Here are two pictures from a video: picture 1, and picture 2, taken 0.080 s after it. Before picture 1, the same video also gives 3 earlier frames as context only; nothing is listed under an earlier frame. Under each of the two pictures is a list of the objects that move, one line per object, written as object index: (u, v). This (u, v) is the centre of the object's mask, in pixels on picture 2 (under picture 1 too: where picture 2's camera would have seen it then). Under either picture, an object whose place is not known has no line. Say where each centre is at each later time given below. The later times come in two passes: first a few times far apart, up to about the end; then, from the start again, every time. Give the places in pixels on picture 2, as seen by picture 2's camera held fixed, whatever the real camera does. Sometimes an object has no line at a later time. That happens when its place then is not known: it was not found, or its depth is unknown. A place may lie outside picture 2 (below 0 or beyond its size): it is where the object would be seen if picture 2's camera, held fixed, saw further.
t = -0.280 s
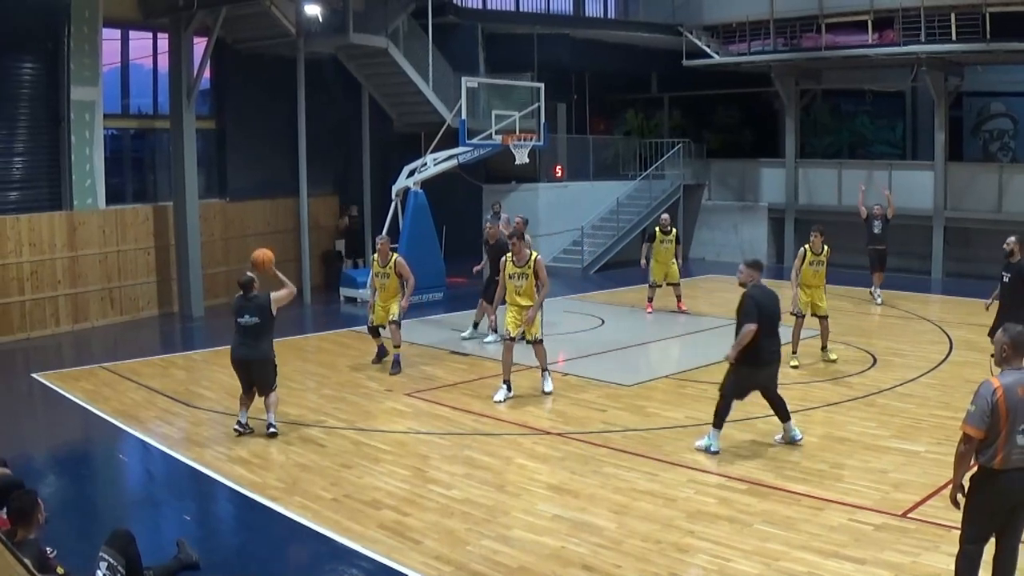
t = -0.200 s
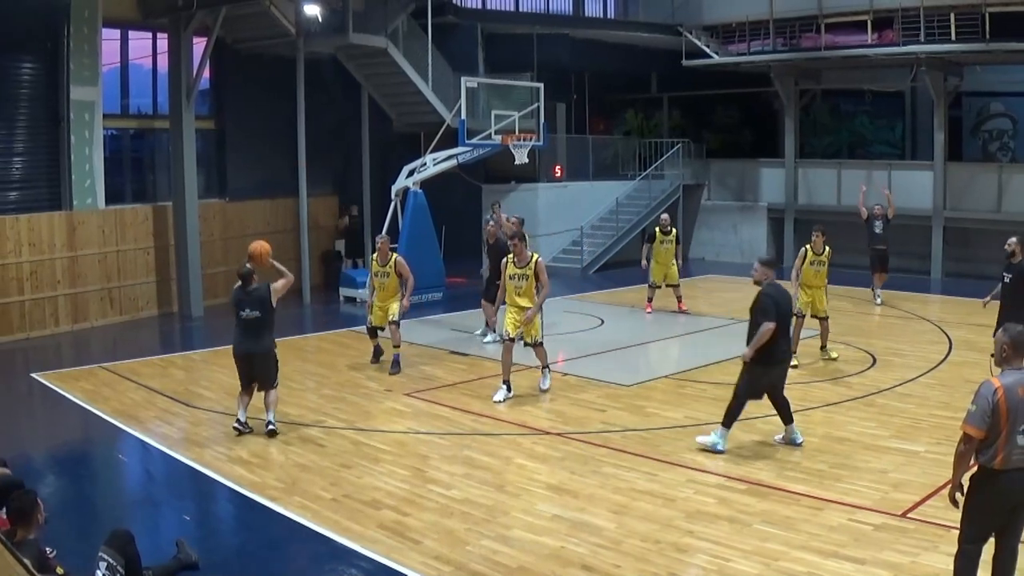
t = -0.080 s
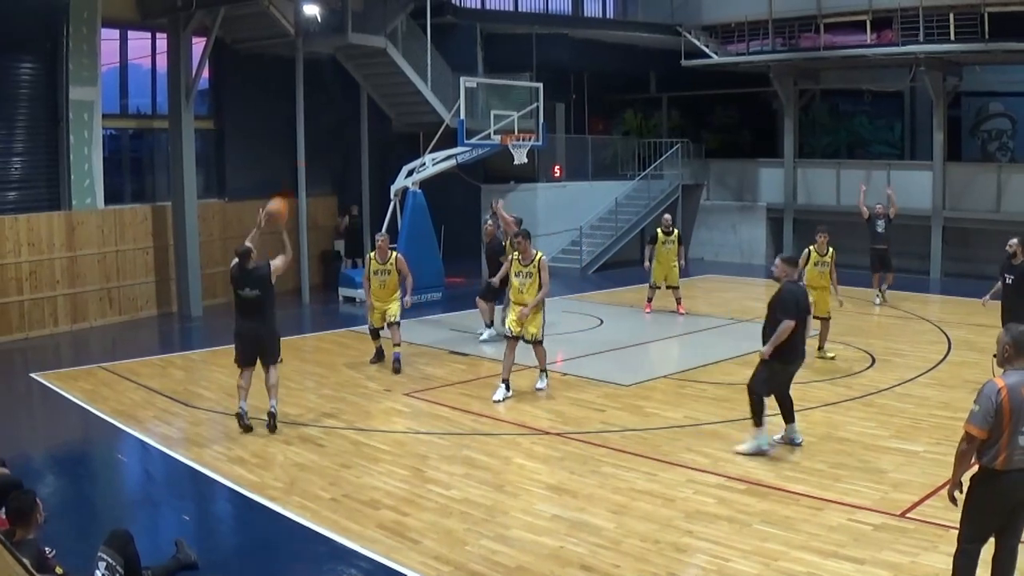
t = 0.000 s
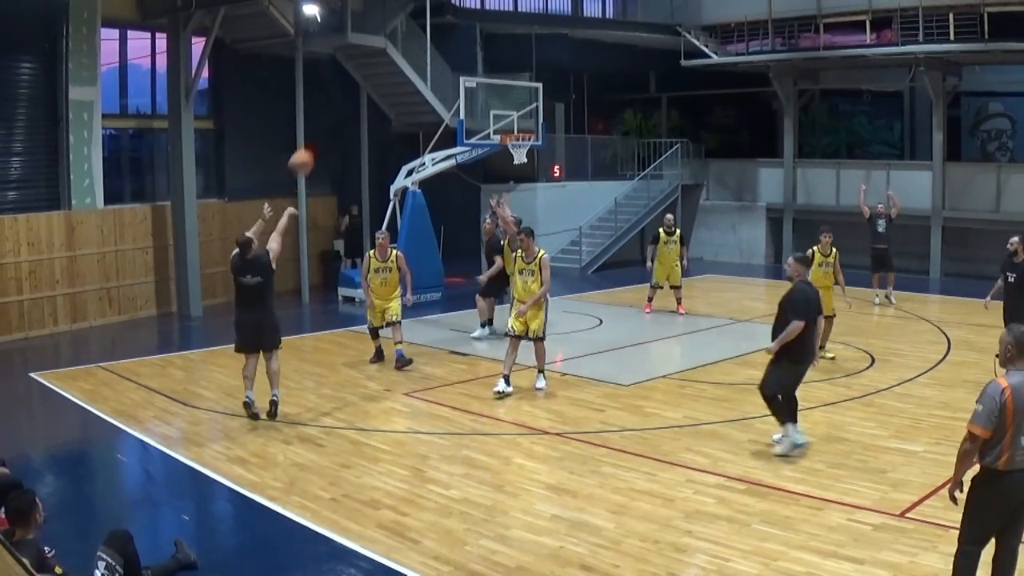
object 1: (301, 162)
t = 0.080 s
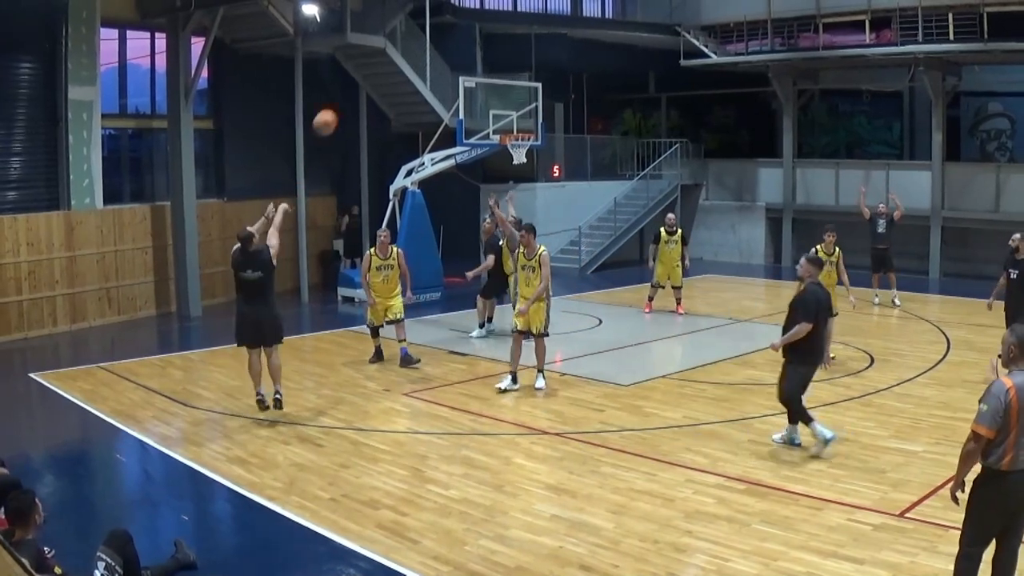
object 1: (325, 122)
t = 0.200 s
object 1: (358, 78)
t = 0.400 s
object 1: (406, 40)
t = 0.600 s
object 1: (443, 37)
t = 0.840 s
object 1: (482, 68)
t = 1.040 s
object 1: (509, 114)
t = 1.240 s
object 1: (543, 101)
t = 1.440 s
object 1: (583, 79)
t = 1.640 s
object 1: (626, 81)
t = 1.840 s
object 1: (673, 110)
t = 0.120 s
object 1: (336, 106)
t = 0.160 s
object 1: (347, 91)
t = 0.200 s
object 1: (358, 78)
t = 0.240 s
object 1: (368, 67)
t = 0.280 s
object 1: (378, 58)
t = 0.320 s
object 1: (387, 50)
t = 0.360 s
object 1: (396, 44)
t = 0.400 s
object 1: (406, 40)
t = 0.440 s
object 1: (413, 38)
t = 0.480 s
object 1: (421, 36)
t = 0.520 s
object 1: (429, 35)
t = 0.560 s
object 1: (436, 35)
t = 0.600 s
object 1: (443, 37)
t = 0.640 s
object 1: (450, 41)
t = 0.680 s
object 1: (457, 44)
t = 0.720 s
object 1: (463, 49)
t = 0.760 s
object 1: (469, 55)
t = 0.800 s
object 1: (475, 61)
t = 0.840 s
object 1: (482, 68)
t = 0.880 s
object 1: (487, 75)
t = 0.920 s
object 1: (493, 85)
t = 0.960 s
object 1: (498, 94)
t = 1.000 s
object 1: (504, 103)
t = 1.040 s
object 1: (509, 114)
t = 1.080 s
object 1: (513, 127)
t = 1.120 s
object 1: (521, 124)
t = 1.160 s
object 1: (528, 115)
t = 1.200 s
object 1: (535, 108)
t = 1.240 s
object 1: (543, 101)
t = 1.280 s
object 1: (551, 95)
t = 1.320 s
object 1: (558, 90)
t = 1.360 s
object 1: (566, 85)
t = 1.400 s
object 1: (575, 82)
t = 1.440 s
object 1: (583, 79)
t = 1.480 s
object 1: (592, 77)
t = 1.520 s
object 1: (600, 76)
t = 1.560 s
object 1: (609, 77)
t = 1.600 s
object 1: (617, 78)
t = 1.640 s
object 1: (626, 81)
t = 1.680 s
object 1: (636, 84)
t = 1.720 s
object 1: (645, 89)
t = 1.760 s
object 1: (655, 95)
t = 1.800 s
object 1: (663, 102)
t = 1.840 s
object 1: (673, 110)
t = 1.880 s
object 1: (683, 119)
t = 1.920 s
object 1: (692, 130)
